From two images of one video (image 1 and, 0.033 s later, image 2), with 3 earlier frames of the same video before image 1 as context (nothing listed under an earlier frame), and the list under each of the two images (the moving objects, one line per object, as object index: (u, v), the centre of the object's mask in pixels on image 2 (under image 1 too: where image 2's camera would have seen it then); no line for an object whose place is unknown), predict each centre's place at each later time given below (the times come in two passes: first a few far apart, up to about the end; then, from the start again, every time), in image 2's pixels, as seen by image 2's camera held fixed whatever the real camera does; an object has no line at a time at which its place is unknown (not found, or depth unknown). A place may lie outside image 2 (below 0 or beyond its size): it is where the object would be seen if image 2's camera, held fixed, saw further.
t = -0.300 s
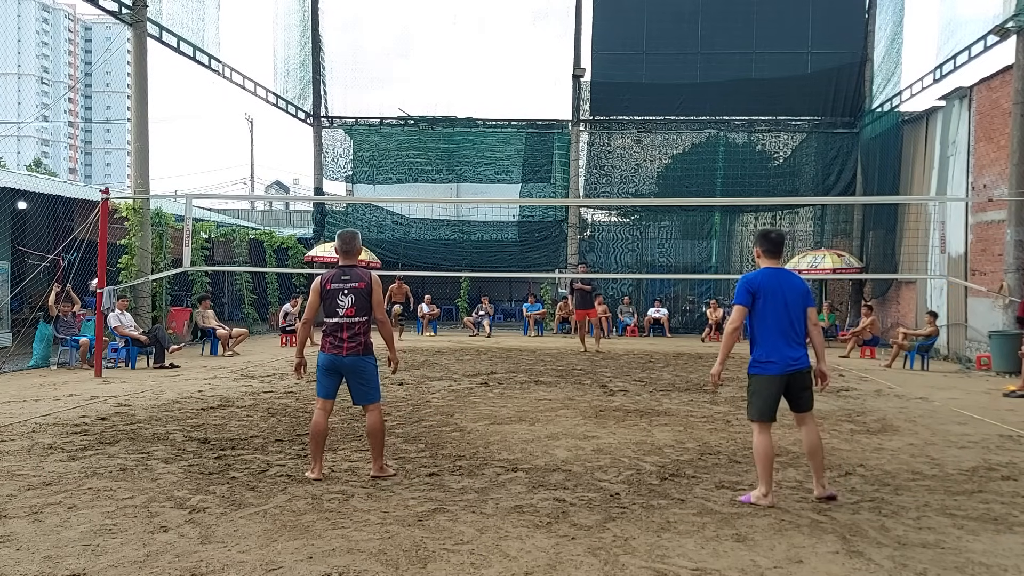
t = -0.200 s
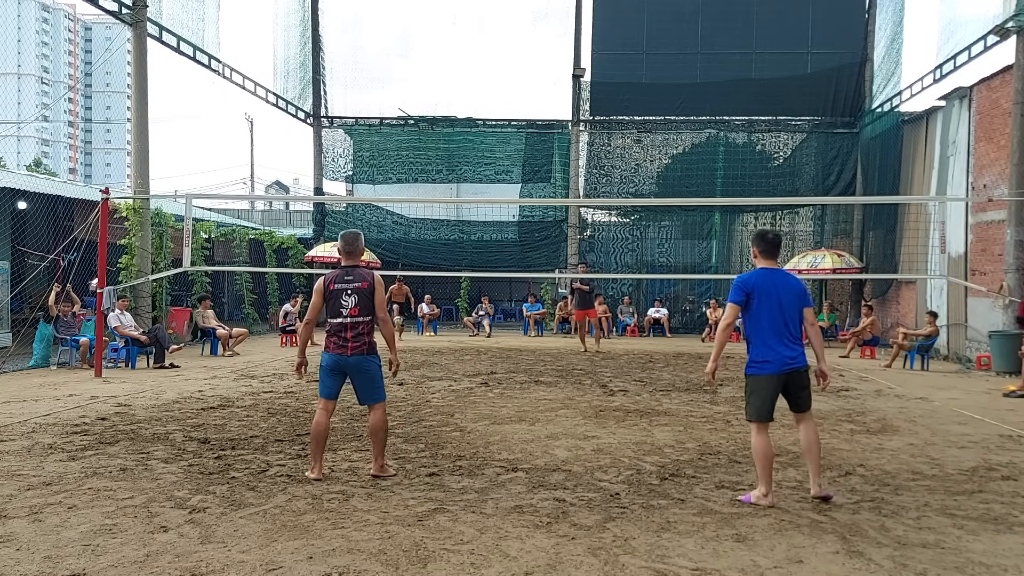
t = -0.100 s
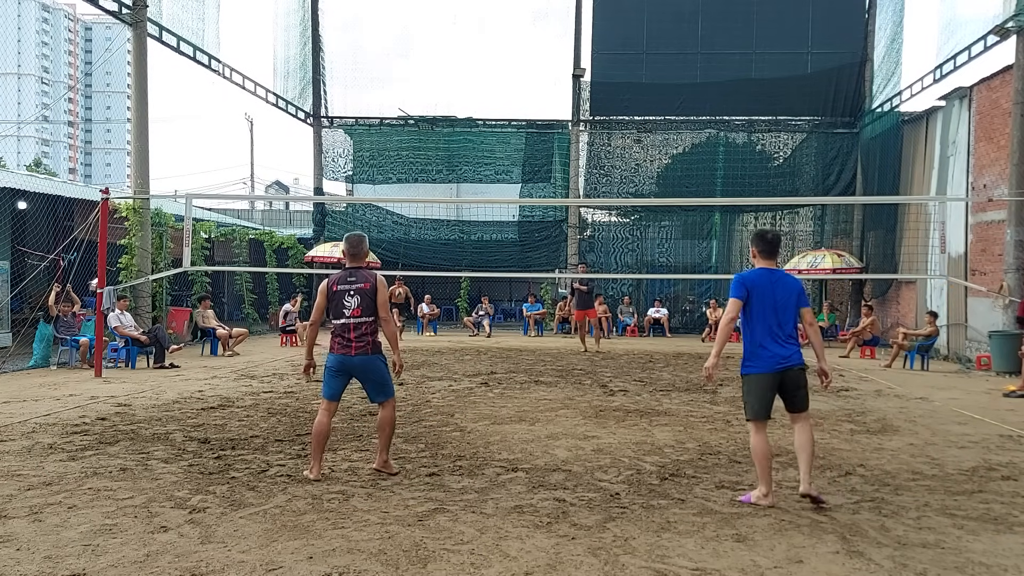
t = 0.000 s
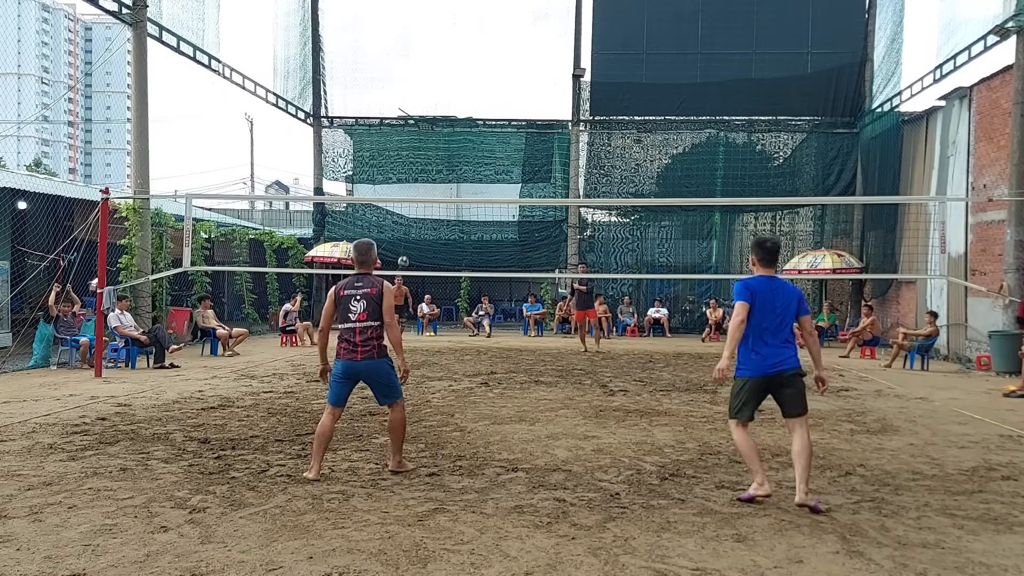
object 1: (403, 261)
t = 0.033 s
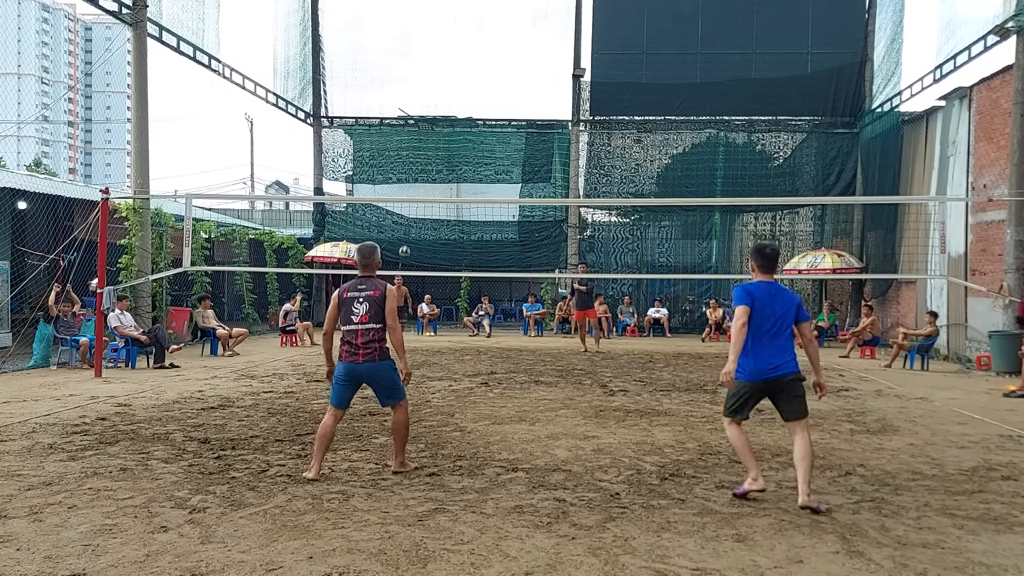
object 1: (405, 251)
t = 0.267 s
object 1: (415, 186)
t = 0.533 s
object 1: (426, 134)
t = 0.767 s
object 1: (438, 121)
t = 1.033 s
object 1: (459, 172)
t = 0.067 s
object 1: (406, 242)
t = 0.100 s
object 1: (407, 232)
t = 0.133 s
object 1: (409, 222)
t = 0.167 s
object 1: (411, 212)
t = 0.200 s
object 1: (413, 206)
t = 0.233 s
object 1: (414, 193)
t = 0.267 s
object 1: (415, 186)
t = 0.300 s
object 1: (415, 178)
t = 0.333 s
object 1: (418, 171)
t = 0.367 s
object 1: (419, 164)
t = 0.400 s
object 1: (420, 157)
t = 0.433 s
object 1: (421, 150)
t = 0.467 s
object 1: (423, 144)
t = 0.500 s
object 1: (424, 139)
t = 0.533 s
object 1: (426, 134)
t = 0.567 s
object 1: (427, 130)
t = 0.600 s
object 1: (428, 126)
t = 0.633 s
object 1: (430, 124)
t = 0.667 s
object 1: (432, 122)
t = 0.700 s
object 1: (434, 121)
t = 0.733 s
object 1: (436, 121)
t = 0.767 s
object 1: (438, 121)
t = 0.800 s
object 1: (440, 123)
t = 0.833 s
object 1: (443, 125)
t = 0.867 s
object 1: (445, 129)
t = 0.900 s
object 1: (448, 135)
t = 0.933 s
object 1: (450, 142)
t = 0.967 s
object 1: (453, 150)
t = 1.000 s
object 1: (456, 160)
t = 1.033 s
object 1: (459, 172)
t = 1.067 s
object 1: (463, 187)
